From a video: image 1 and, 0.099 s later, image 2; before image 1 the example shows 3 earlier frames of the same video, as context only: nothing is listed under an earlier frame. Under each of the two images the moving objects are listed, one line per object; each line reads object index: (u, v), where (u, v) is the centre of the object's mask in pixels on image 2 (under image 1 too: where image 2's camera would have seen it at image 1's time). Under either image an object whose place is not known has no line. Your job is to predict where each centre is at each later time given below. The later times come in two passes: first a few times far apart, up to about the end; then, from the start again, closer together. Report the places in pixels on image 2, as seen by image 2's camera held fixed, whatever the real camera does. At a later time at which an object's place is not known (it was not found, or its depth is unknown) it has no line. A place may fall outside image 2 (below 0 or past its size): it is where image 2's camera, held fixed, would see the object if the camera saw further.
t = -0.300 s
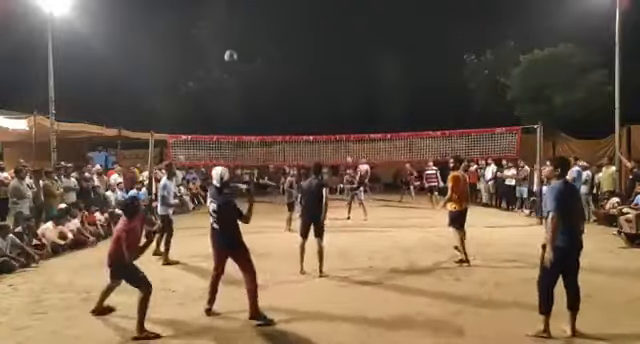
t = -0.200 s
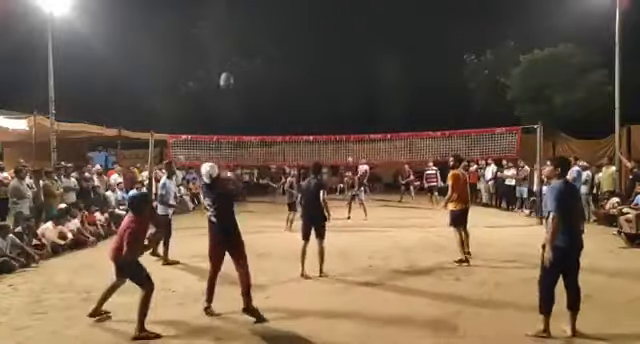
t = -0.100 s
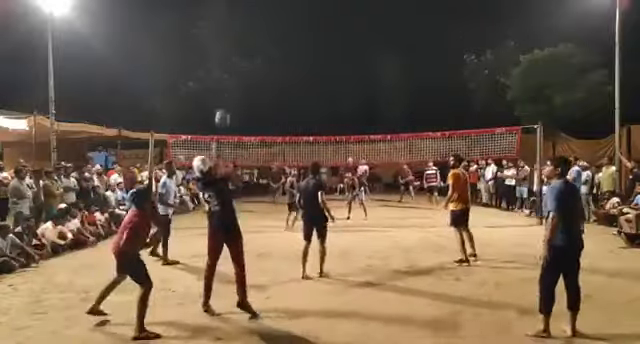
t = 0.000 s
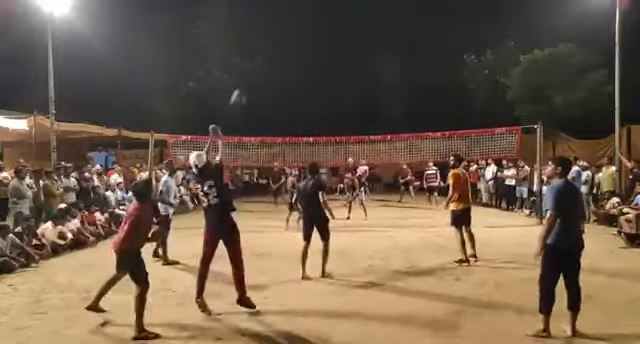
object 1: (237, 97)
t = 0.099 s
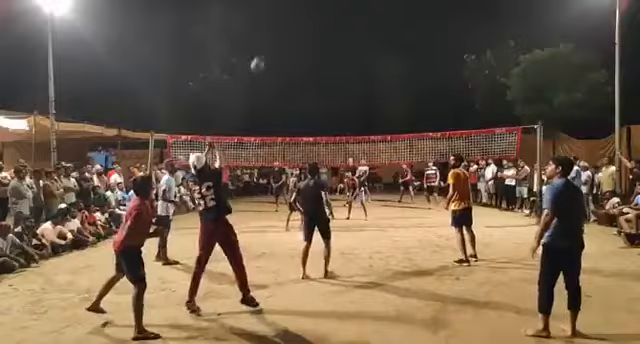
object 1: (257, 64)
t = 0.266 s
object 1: (283, 36)
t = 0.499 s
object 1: (309, 29)
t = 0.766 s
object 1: (330, 51)
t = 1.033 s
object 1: (346, 89)
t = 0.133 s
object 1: (263, 56)
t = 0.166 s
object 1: (270, 49)
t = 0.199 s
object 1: (275, 44)
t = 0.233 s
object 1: (279, 39)
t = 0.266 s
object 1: (283, 36)
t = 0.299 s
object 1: (287, 32)
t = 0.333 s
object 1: (291, 31)
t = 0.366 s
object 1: (295, 30)
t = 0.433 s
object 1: (302, 28)
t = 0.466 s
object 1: (305, 28)
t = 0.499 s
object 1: (309, 29)
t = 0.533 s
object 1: (312, 30)
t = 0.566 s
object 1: (314, 32)
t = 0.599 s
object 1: (317, 34)
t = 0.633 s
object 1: (320, 37)
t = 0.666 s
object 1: (323, 40)
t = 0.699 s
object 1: (325, 43)
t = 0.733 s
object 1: (327, 47)
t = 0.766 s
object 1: (330, 51)
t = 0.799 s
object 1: (332, 55)
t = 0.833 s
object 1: (334, 59)
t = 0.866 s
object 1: (336, 63)
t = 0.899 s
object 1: (338, 68)
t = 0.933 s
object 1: (341, 73)
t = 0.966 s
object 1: (342, 78)
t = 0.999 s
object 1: (344, 83)
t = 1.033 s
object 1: (346, 89)
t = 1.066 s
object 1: (347, 94)
